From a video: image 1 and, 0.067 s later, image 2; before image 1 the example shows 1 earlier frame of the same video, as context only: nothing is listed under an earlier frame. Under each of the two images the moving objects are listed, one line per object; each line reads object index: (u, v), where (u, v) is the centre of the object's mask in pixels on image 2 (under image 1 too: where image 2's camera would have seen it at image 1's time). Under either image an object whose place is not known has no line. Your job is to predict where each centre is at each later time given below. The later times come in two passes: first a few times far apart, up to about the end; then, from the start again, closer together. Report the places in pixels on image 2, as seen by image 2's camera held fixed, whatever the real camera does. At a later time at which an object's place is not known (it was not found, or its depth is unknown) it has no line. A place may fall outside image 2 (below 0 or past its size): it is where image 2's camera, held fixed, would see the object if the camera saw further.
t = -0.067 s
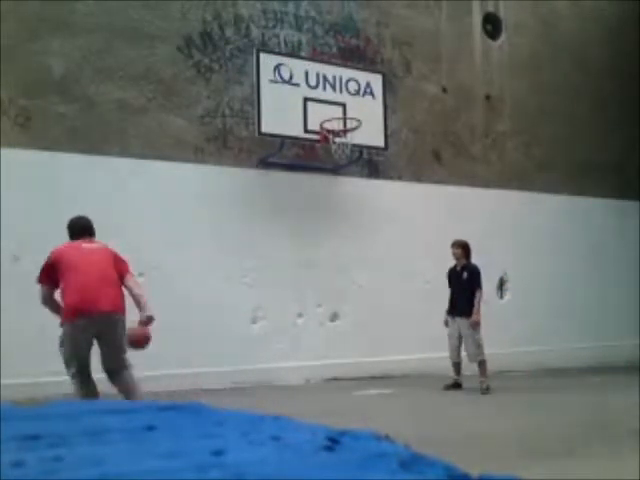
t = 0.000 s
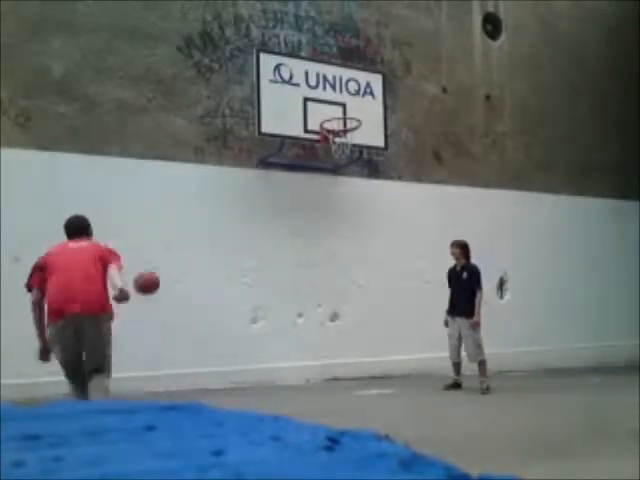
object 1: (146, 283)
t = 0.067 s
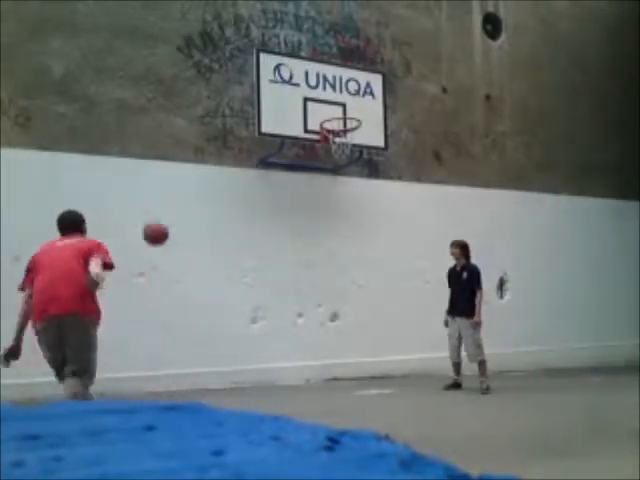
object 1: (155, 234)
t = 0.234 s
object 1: (176, 136)
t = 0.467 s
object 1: (202, 44)
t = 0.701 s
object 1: (225, 12)
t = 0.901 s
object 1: (247, 20)
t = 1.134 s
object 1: (269, 78)
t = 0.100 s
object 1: (160, 211)
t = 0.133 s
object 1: (164, 190)
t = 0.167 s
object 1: (168, 170)
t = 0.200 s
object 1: (172, 150)
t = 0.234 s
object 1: (176, 136)
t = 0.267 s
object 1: (182, 117)
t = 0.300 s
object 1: (184, 102)
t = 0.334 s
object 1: (188, 88)
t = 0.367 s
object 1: (192, 75)
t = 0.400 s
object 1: (196, 65)
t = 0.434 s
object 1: (199, 53)
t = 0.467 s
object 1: (202, 44)
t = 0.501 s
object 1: (208, 36)
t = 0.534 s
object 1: (210, 34)
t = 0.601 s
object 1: (215, 16)
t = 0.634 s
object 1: (219, 14)
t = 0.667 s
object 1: (222, 12)
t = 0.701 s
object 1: (225, 12)
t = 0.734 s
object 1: (231, 10)
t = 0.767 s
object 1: (233, 12)
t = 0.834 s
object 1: (240, 14)
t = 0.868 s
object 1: (243, 14)
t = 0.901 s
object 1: (247, 20)
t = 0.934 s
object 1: (250, 27)
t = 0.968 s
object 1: (252, 29)
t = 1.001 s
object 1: (257, 36)
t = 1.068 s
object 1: (264, 56)
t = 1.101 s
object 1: (265, 67)
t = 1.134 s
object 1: (269, 78)
